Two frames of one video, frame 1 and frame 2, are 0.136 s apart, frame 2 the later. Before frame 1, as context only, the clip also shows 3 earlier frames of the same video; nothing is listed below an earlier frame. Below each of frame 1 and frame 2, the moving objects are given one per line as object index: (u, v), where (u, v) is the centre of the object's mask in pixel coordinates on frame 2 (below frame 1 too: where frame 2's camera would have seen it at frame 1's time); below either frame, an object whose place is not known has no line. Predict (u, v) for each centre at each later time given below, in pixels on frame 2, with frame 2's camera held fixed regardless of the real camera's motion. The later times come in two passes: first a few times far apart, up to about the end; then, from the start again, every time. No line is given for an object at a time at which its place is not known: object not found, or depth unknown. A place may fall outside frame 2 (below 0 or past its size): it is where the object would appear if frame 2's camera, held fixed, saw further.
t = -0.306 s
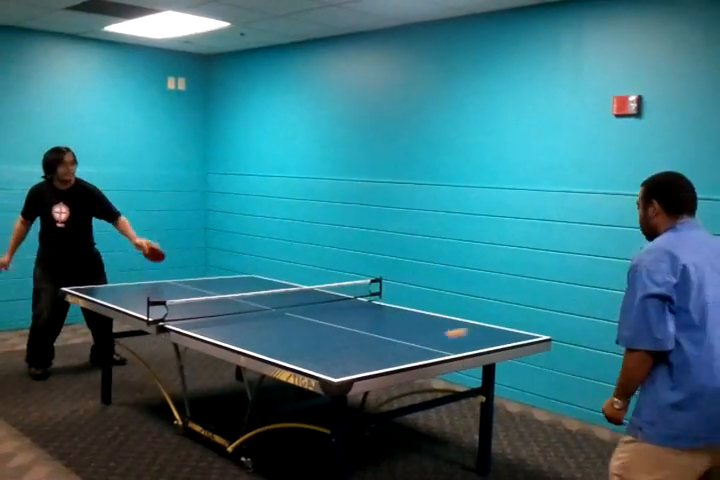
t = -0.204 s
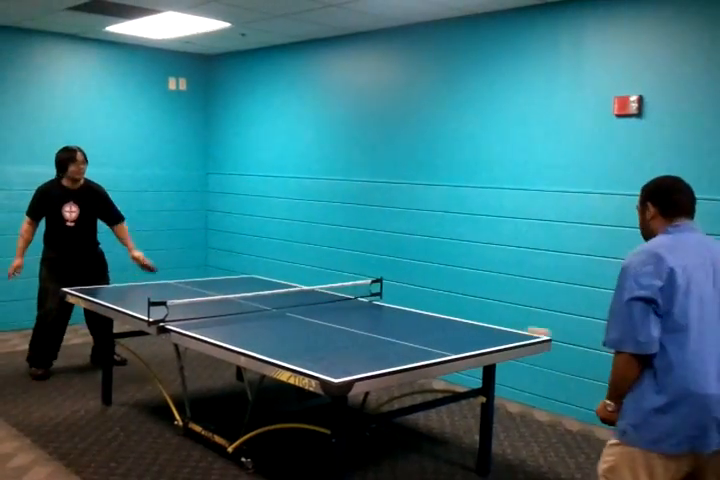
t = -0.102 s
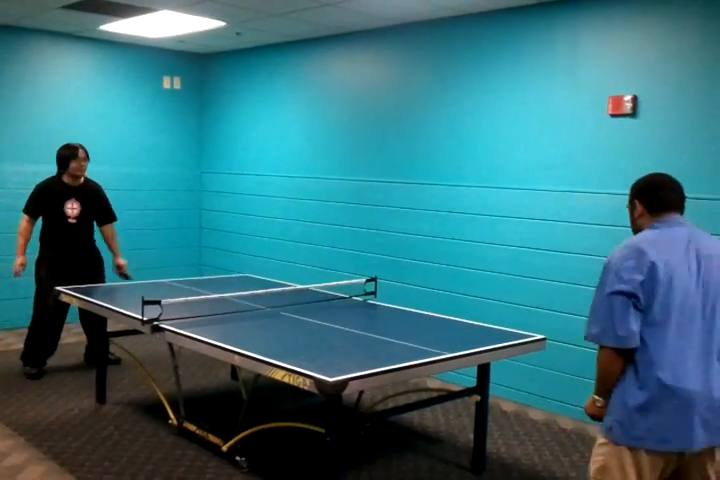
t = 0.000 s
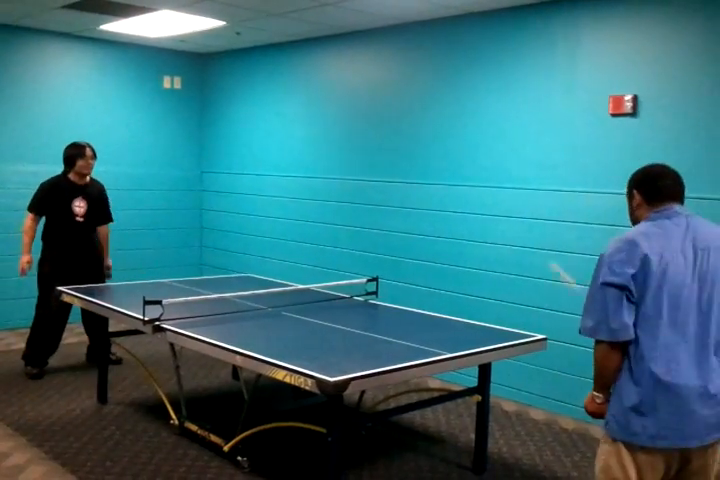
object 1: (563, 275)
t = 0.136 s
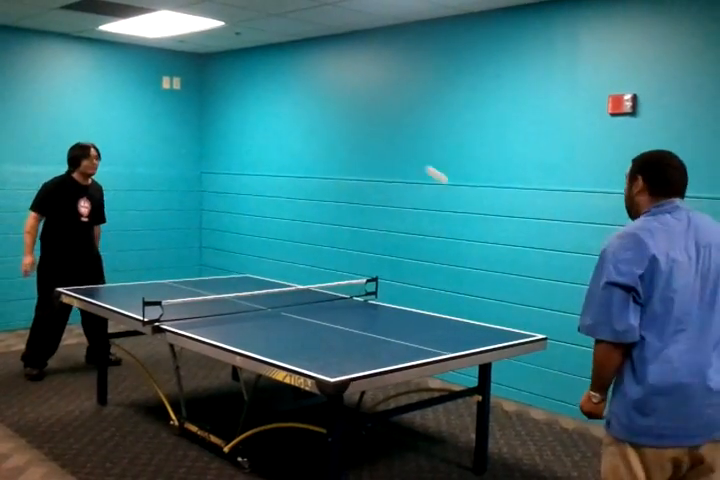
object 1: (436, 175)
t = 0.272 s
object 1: (350, 135)
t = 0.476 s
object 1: (269, 142)
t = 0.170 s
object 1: (411, 160)
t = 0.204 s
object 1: (389, 149)
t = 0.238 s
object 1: (369, 141)
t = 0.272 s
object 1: (350, 135)
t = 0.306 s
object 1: (334, 131)
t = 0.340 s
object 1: (319, 130)
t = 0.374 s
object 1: (304, 131)
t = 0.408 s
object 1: (292, 133)
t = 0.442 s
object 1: (280, 137)
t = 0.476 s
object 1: (269, 142)
